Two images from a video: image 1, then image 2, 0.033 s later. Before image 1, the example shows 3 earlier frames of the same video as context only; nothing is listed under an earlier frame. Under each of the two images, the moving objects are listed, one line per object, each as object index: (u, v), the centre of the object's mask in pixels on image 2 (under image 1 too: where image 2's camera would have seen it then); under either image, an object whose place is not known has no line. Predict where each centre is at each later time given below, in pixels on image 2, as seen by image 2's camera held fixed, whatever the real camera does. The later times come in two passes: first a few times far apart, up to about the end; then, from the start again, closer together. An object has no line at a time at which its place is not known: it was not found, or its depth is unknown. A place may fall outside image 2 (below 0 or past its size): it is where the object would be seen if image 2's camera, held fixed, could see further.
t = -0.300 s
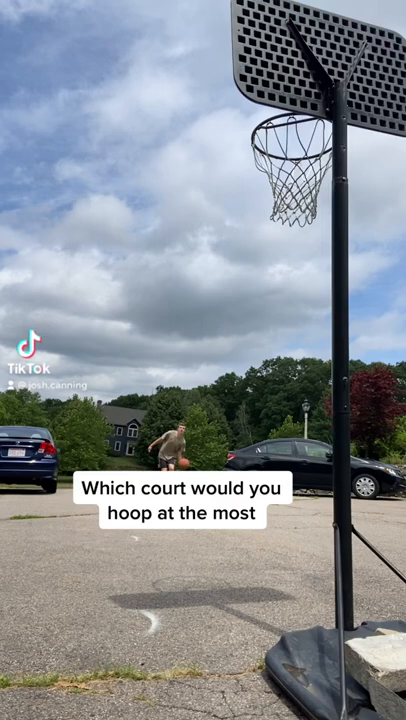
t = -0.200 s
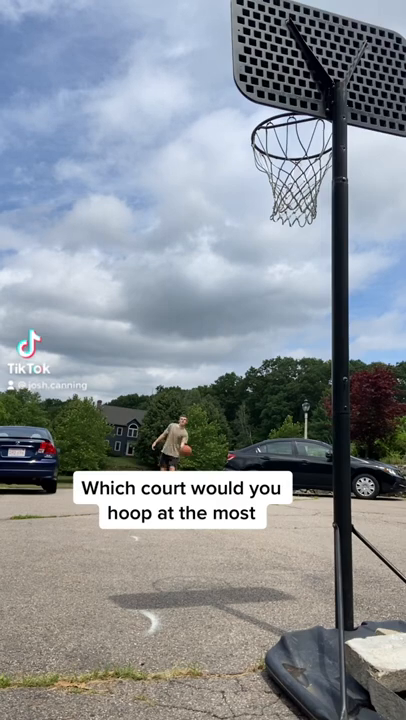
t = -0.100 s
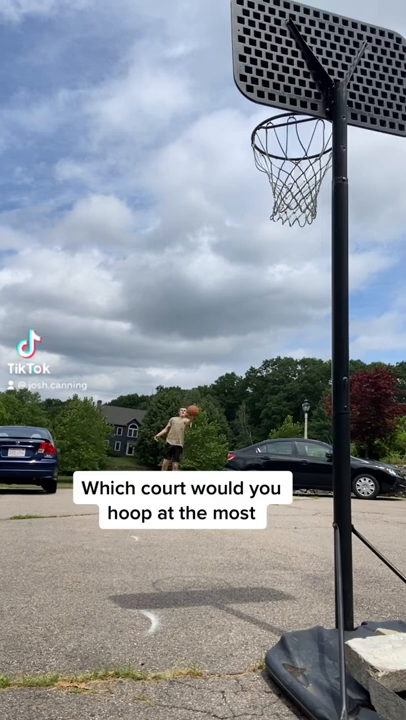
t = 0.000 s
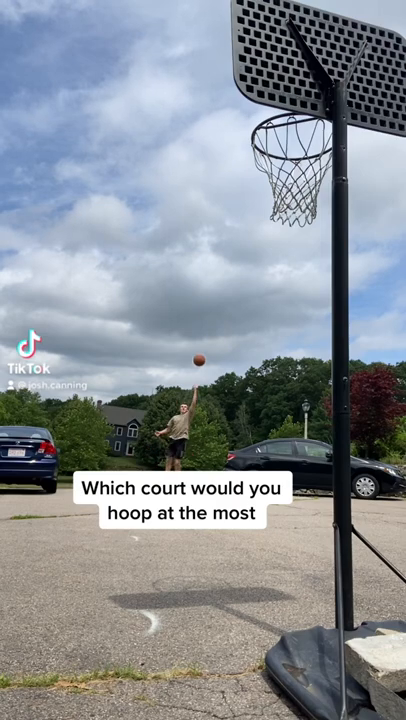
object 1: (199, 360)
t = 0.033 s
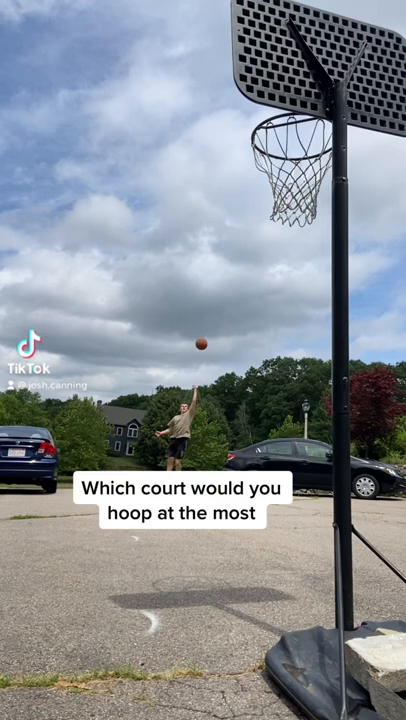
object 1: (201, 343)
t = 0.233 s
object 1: (213, 252)
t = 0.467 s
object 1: (226, 158)
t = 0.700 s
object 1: (232, 78)
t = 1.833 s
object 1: (286, 137)
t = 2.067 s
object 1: (292, 180)
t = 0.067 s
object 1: (203, 328)
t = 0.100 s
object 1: (205, 312)
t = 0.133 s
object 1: (207, 296)
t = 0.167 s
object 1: (209, 281)
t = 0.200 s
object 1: (211, 267)
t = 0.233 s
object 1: (213, 252)
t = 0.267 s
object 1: (215, 238)
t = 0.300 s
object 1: (217, 224)
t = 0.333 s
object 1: (219, 210)
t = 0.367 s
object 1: (221, 197)
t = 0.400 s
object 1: (223, 184)
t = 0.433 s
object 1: (224, 170)
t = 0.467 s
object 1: (226, 158)
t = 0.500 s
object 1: (228, 145)
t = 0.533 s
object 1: (230, 133)
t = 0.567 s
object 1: (231, 121)
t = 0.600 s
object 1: (233, 109)
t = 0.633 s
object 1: (234, 98)
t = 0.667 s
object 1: (234, 89)
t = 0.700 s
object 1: (232, 78)
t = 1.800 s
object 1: (281, 115)
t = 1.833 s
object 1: (286, 137)
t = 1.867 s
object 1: (291, 161)
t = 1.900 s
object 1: (296, 176)
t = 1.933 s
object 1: (302, 170)
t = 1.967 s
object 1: (307, 165)
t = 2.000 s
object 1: (309, 164)
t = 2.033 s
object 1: (301, 171)
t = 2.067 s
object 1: (292, 180)
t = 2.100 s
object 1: (283, 191)
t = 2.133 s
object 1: (274, 204)
